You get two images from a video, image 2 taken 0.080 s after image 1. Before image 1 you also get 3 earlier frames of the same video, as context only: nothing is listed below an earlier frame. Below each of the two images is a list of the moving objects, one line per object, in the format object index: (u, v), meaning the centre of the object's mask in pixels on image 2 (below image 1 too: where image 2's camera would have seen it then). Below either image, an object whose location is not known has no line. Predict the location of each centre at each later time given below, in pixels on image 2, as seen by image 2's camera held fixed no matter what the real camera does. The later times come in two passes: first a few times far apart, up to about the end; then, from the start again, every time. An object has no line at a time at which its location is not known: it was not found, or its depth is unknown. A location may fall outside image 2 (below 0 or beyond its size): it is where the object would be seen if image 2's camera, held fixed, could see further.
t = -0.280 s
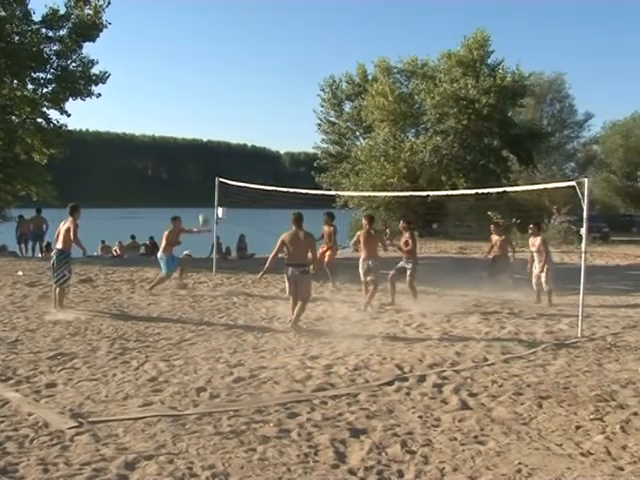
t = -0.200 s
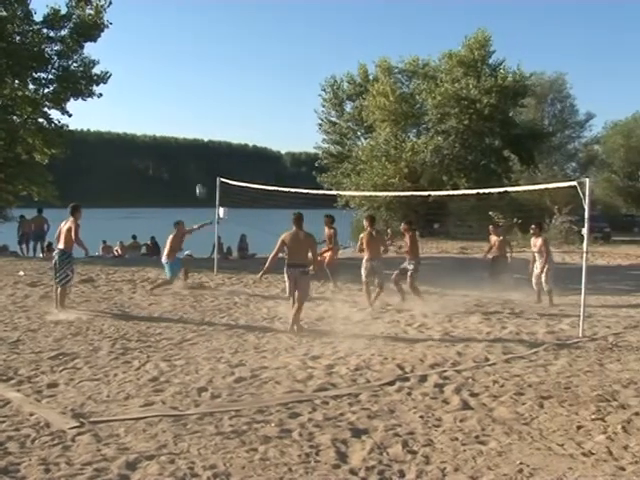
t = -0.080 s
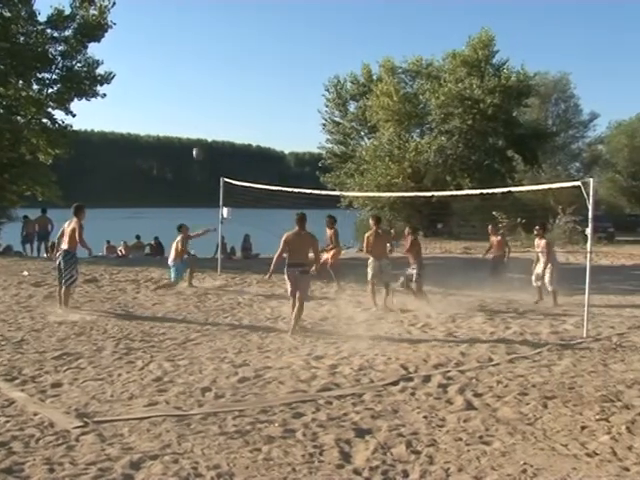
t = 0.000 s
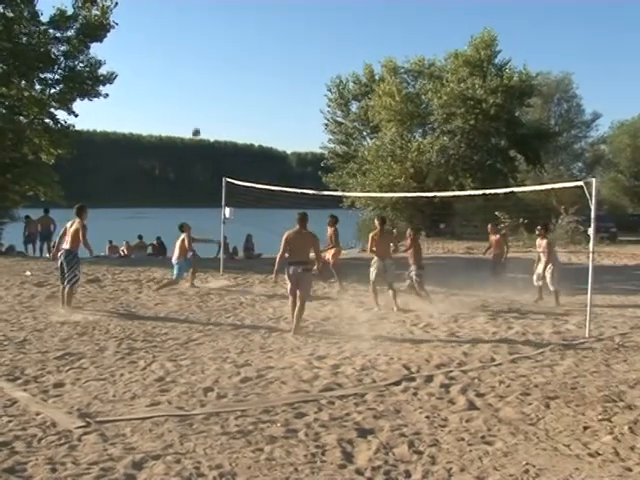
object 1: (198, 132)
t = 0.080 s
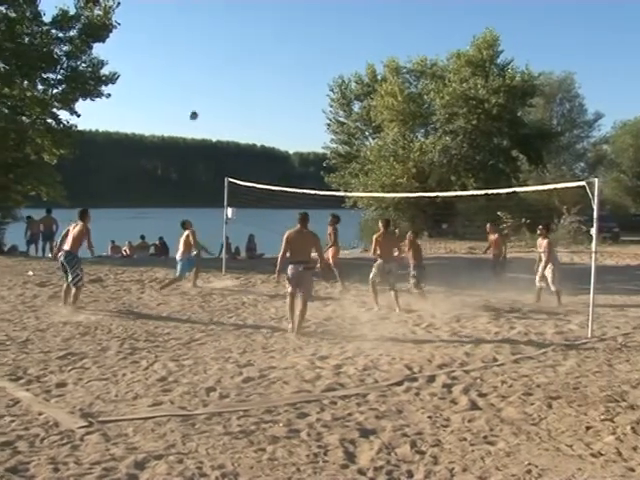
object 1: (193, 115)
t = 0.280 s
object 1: (180, 87)
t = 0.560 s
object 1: (161, 80)
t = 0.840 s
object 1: (143, 108)
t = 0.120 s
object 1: (191, 108)
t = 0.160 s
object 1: (188, 102)
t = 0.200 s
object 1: (185, 96)
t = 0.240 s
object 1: (183, 90)
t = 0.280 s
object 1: (180, 87)
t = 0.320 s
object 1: (178, 84)
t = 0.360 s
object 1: (176, 82)
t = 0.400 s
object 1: (173, 80)
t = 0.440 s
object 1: (170, 79)
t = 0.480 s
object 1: (167, 79)
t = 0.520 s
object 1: (164, 79)
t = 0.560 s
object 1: (161, 80)
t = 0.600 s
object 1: (159, 82)
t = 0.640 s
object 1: (156, 85)
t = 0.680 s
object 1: (153, 88)
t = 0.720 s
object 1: (151, 92)
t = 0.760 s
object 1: (148, 97)
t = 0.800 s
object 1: (146, 102)
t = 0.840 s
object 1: (143, 108)
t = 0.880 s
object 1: (140, 115)
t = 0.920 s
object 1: (138, 122)
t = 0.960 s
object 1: (136, 129)
